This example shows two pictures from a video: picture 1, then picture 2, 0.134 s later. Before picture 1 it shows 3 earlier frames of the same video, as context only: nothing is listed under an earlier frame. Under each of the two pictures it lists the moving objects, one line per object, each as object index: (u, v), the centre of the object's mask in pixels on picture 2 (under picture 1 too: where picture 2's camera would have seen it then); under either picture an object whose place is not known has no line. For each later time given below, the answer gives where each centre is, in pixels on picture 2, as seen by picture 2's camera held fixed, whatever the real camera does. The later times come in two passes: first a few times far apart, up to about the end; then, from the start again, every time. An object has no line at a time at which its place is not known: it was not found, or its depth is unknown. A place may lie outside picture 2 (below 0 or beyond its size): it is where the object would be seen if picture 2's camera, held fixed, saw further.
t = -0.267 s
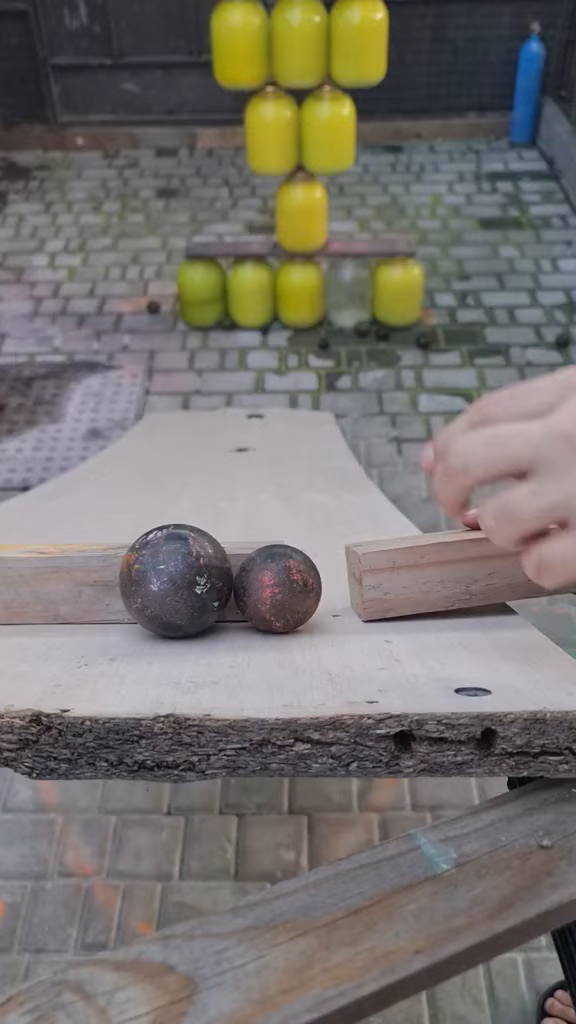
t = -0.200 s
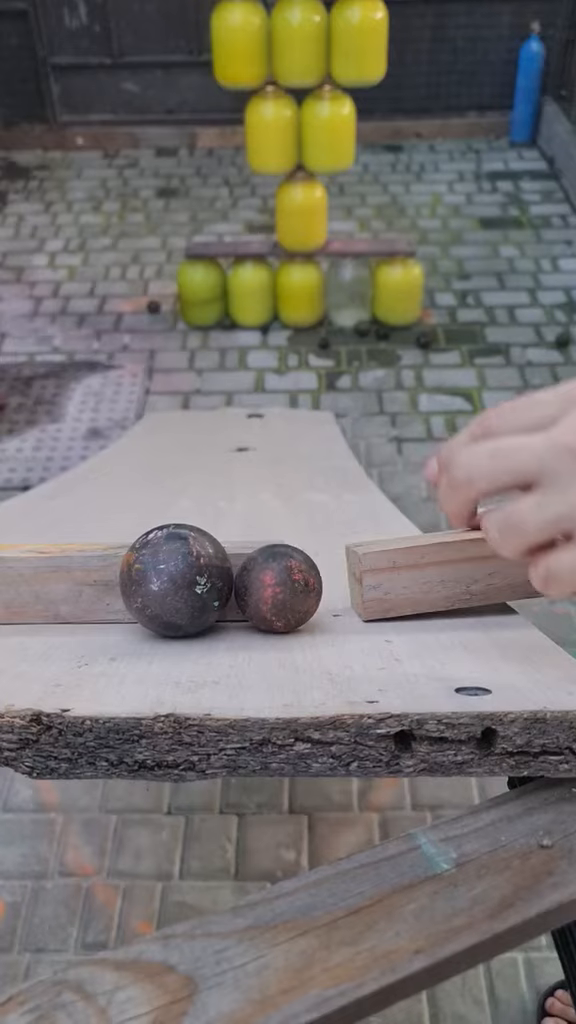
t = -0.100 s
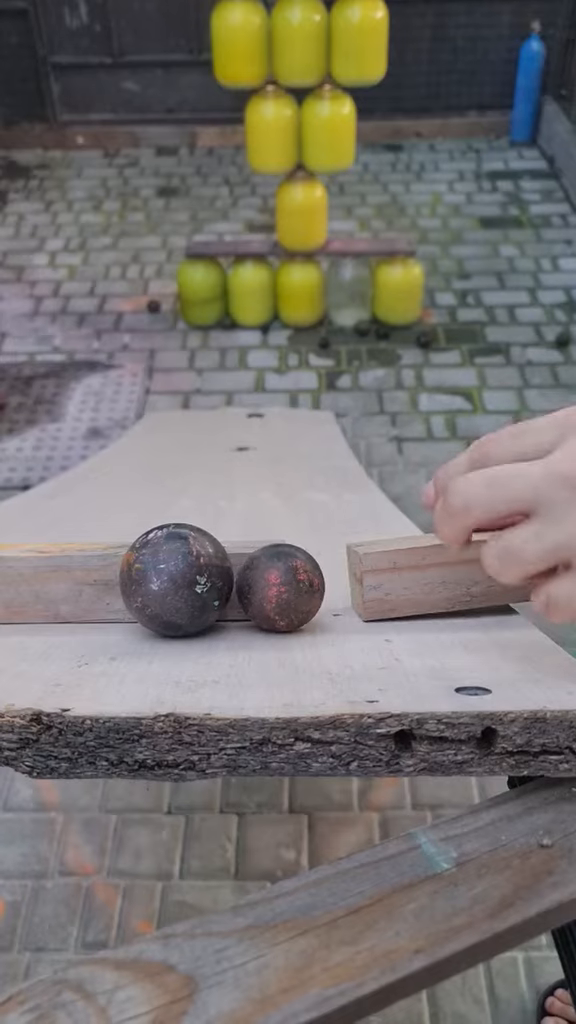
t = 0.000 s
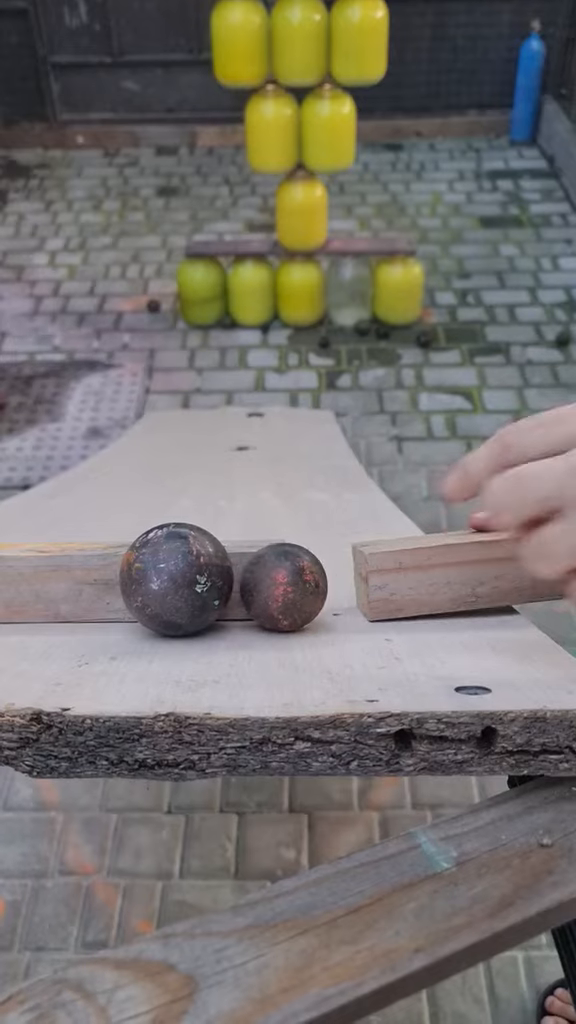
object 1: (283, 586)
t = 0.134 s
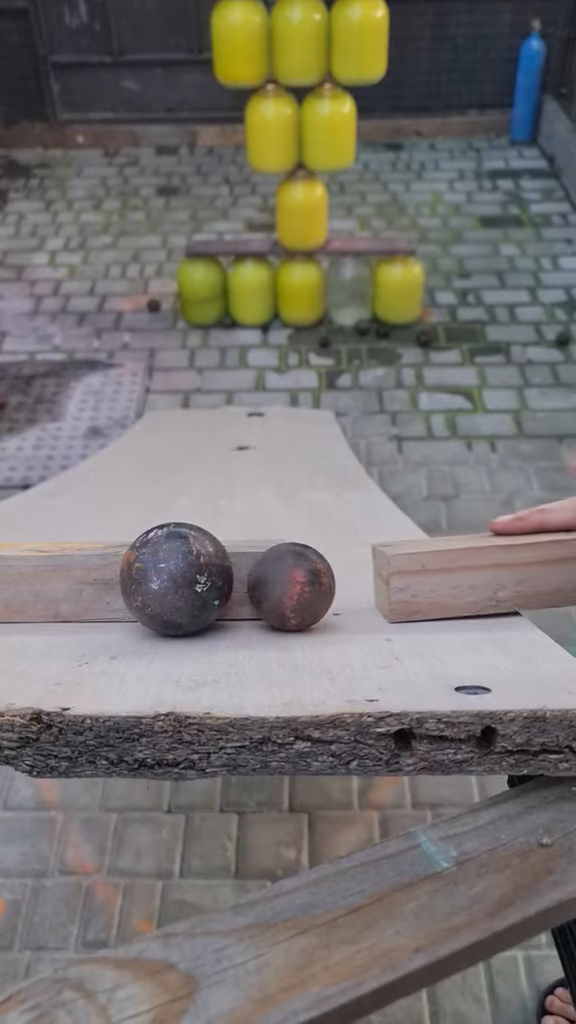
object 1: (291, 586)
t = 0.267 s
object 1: (316, 584)
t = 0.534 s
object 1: (334, 543)
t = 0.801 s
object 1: (315, 490)
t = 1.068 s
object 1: (305, 440)
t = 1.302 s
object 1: (300, 396)
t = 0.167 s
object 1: (295, 586)
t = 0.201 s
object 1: (300, 586)
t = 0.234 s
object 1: (307, 585)
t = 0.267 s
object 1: (316, 584)
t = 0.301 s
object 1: (325, 581)
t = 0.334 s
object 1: (334, 577)
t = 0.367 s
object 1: (341, 572)
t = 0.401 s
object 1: (344, 568)
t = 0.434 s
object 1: (342, 563)
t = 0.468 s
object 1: (339, 557)
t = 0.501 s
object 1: (337, 550)
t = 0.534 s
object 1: (334, 543)
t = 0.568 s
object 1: (331, 536)
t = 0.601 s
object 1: (328, 529)
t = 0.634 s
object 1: (326, 522)
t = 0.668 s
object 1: (323, 516)
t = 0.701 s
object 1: (321, 510)
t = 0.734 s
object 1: (319, 503)
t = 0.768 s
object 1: (316, 496)
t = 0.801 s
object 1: (315, 490)
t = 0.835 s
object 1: (313, 483)
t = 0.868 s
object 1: (311, 476)
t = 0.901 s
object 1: (310, 471)
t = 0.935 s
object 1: (309, 465)
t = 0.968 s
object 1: (308, 459)
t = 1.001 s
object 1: (307, 453)
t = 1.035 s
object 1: (306, 446)
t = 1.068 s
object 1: (305, 440)
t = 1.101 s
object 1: (304, 434)
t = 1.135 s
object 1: (304, 428)
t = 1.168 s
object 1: (303, 421)
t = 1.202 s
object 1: (302, 415)
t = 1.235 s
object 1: (302, 409)
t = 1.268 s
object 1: (301, 402)
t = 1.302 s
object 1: (300, 396)
